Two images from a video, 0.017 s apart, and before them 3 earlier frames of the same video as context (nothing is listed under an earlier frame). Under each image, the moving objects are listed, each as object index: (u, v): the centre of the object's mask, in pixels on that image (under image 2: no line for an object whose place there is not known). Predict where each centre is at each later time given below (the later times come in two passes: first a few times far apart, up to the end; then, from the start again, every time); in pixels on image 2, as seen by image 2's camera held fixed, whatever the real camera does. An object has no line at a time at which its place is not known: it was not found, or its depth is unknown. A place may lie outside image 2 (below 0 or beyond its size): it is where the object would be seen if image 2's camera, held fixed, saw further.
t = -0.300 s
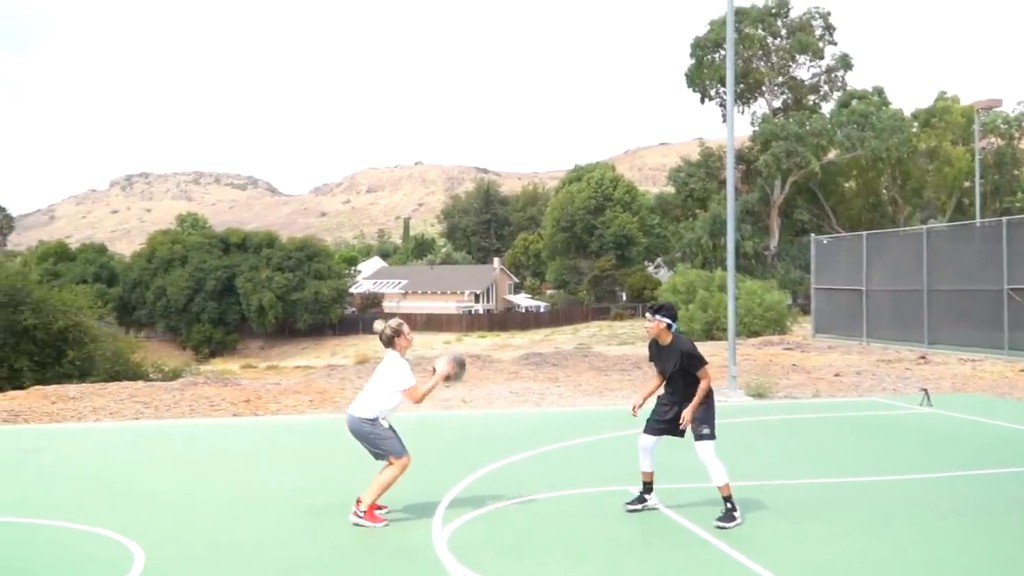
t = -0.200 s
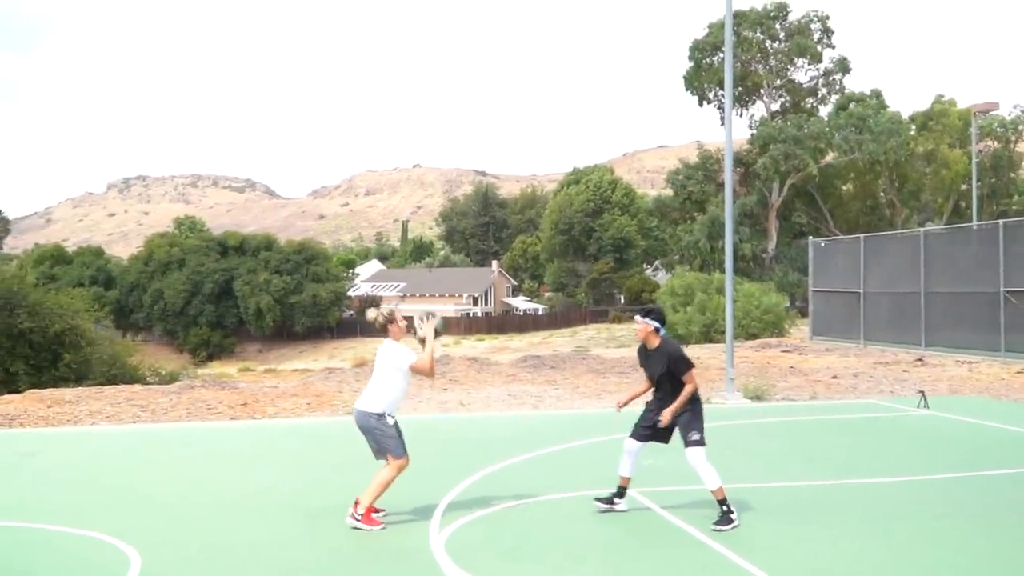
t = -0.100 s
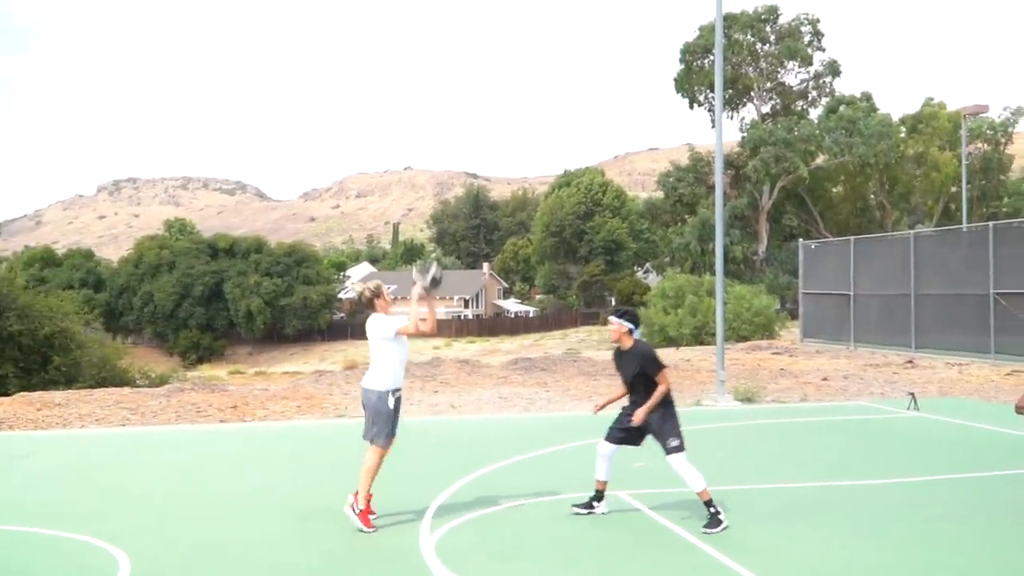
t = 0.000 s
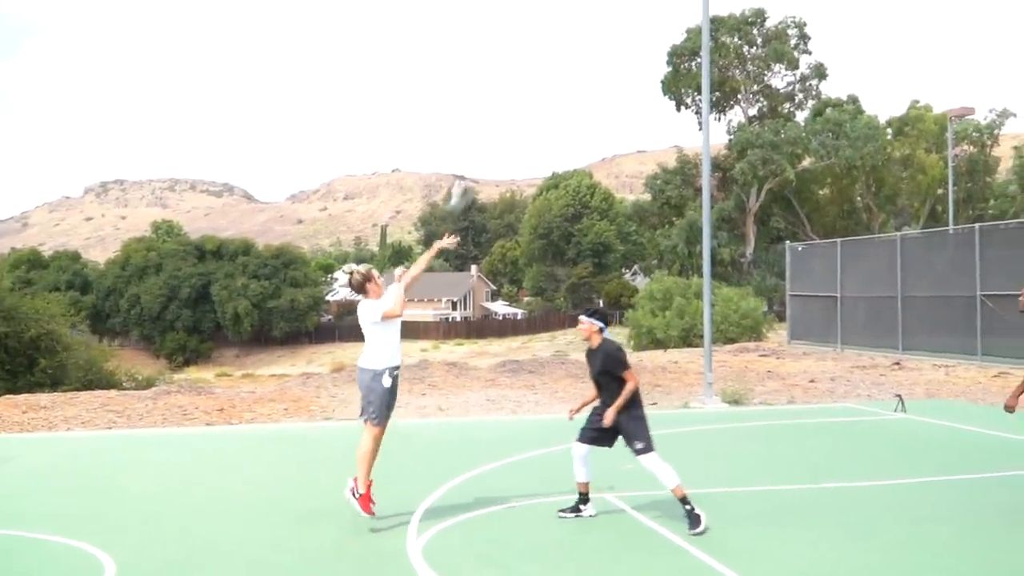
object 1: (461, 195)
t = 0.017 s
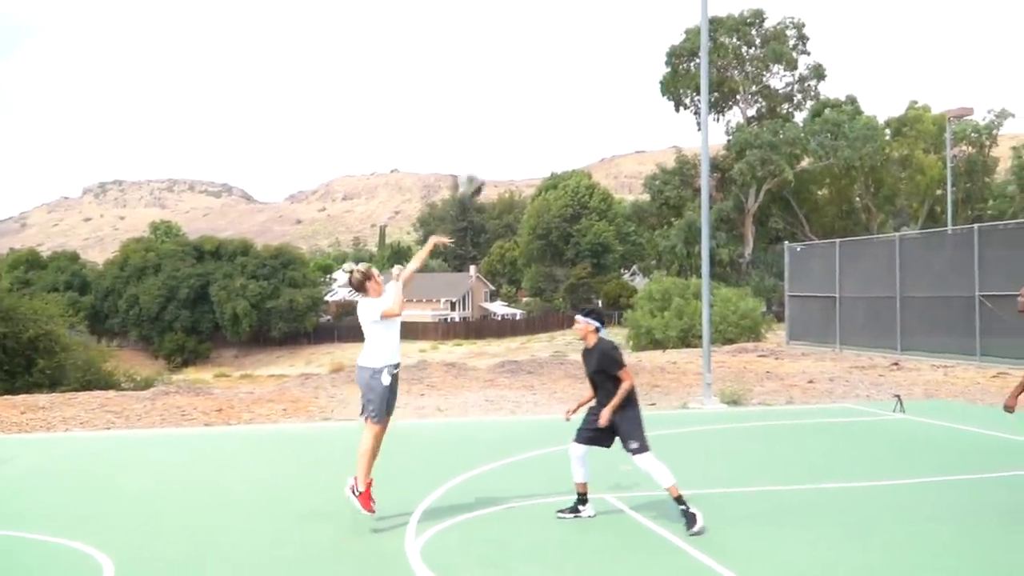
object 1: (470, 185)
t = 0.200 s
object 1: (576, 57)
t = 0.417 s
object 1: (703, -41)
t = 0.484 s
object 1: (743, -59)
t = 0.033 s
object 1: (477, 173)
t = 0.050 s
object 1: (488, 159)
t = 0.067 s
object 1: (498, 146)
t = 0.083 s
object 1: (507, 134)
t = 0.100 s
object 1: (517, 121)
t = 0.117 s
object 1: (527, 110)
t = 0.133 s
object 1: (536, 98)
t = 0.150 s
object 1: (546, 88)
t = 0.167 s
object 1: (556, 77)
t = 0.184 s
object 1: (566, 67)
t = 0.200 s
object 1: (576, 57)
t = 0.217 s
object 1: (586, 47)
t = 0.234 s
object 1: (596, 37)
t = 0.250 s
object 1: (606, 28)
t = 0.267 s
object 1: (615, 20)
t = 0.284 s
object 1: (625, 11)
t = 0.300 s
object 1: (634, 4)
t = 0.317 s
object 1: (644, -4)
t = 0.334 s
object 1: (654, -10)
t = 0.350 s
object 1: (664, -17)
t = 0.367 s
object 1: (673, -24)
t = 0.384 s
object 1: (683, -30)
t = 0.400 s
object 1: (693, -36)
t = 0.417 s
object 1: (703, -41)
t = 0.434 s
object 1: (712, -46)
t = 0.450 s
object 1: (722, -51)
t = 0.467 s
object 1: (733, -55)
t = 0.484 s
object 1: (743, -59)
